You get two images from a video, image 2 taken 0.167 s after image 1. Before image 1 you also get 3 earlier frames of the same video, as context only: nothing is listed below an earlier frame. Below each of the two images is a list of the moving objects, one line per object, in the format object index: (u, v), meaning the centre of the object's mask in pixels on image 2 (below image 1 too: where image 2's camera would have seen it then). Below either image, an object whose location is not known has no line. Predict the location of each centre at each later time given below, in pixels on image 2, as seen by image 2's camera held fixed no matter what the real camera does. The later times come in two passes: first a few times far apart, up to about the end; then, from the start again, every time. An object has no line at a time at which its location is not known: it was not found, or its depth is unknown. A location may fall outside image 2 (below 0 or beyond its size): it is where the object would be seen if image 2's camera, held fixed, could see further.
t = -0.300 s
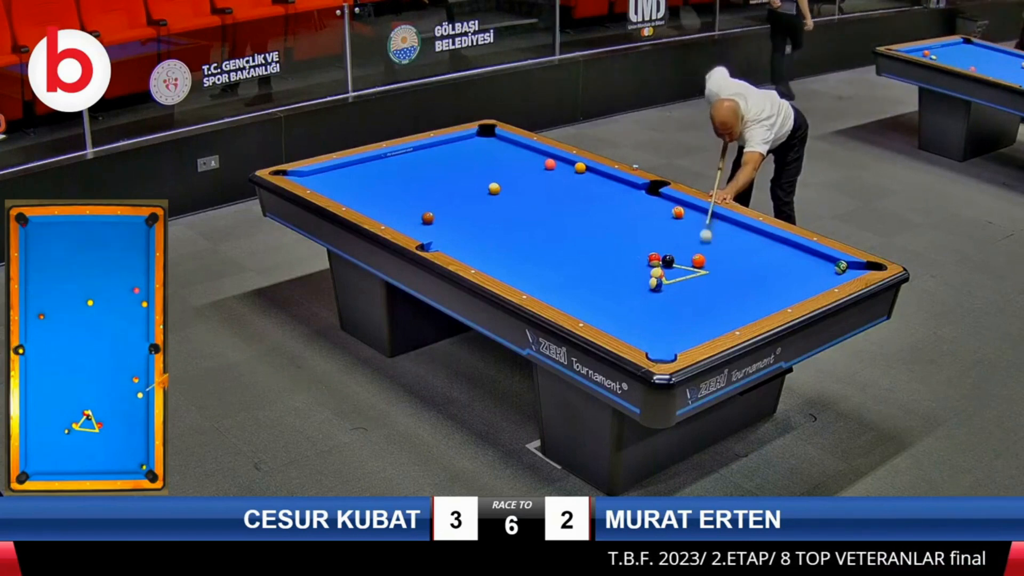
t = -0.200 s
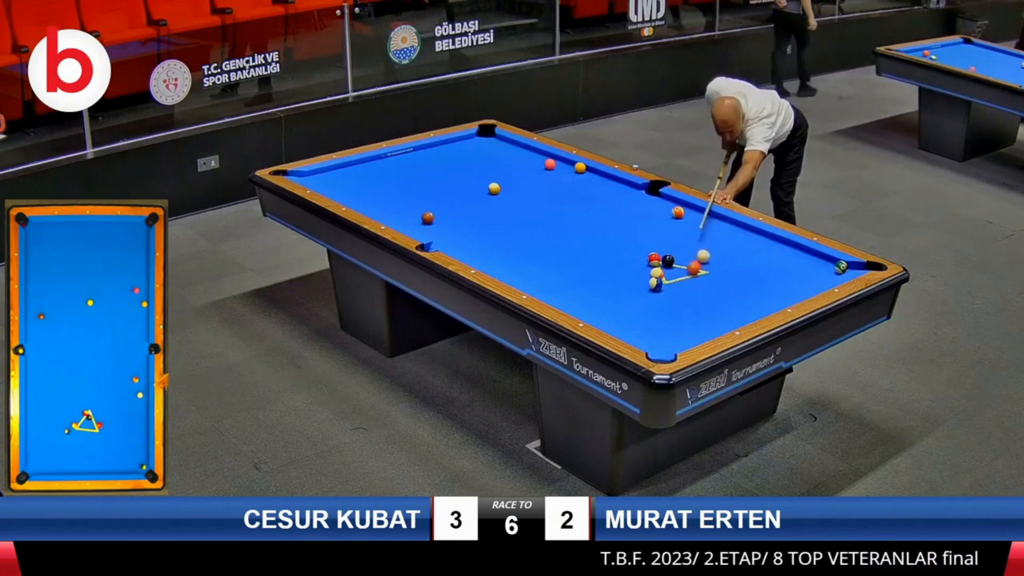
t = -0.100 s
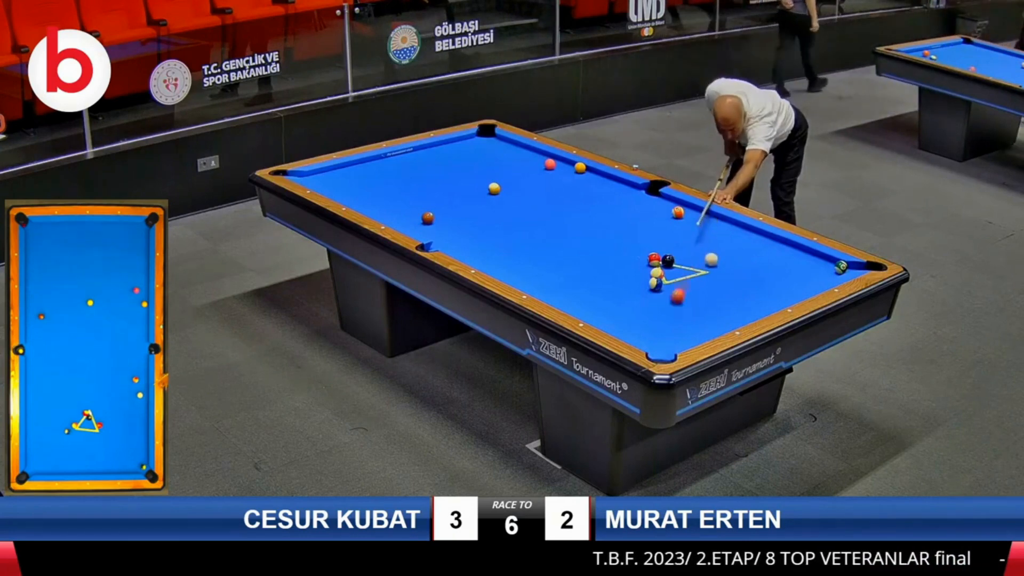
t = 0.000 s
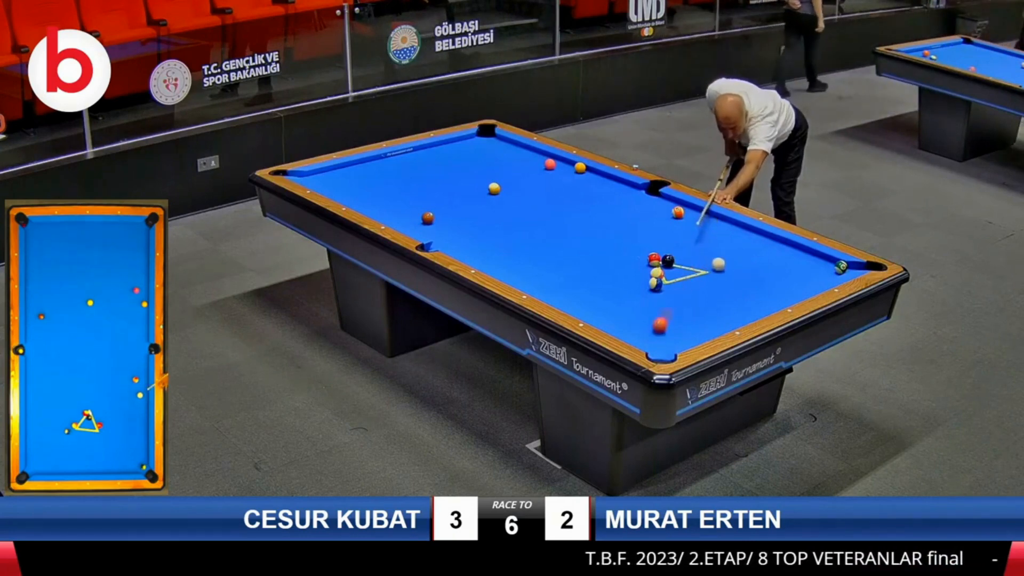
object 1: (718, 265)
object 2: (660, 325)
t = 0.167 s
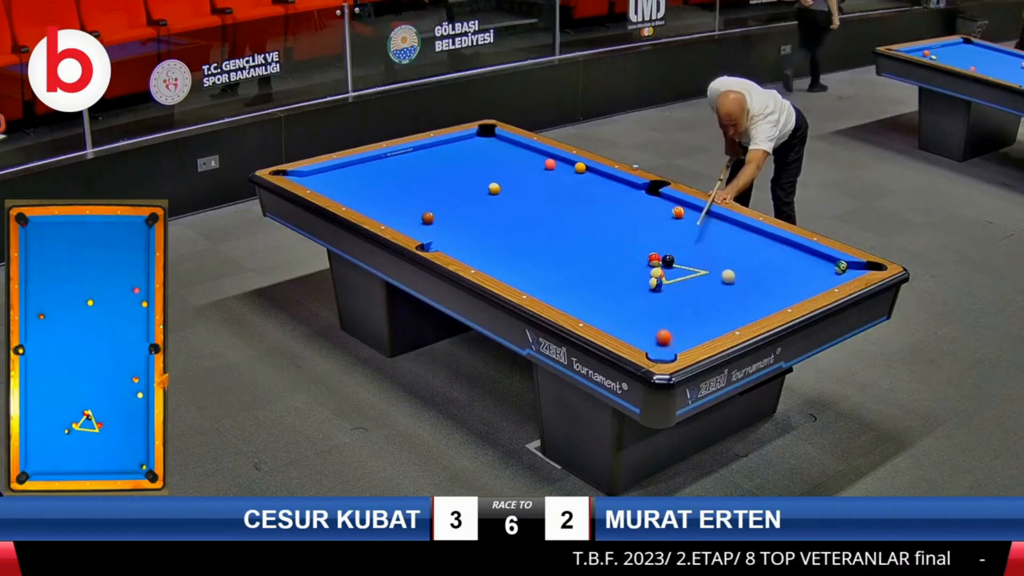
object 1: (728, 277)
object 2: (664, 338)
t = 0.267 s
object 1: (733, 286)
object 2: (652, 325)
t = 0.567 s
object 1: (743, 310)
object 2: (624, 297)
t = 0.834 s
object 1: (709, 309)
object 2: (602, 275)
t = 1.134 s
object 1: (671, 306)
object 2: (580, 252)
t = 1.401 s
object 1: (639, 303)
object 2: (562, 234)
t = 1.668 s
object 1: (609, 301)
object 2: (546, 218)
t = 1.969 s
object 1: (576, 298)
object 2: (530, 202)
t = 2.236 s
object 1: (552, 293)
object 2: (517, 189)
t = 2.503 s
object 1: (548, 287)
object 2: (504, 177)
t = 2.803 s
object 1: (544, 279)
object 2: (492, 164)
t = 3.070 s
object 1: (540, 273)
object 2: (482, 154)
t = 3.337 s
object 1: (537, 267)
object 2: (472, 145)
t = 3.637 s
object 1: (533, 261)
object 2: (469, 139)
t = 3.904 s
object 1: (531, 257)
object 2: (480, 141)
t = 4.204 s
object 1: (528, 252)
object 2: (492, 144)
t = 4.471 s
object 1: (526, 248)
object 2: (502, 146)
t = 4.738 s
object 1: (524, 245)
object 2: (511, 148)
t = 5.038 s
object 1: (523, 243)
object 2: (521, 149)
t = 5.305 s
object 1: (522, 241)
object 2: (529, 151)
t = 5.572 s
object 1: (521, 239)
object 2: (535, 153)
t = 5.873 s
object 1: (521, 237)
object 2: (542, 154)
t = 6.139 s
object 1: (520, 237)
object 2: (548, 155)
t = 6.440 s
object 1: (520, 236)
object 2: (553, 156)
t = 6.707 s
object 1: (520, 236)
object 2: (555, 157)
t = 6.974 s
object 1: (520, 236)
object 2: (557, 158)
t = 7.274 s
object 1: (520, 236)
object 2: (558, 158)
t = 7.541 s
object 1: (520, 236)
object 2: (558, 159)
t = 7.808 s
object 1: (520, 236)
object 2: (558, 159)
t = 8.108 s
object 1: (520, 236)
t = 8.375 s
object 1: (520, 236)
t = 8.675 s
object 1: (520, 236)
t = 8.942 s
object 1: (520, 236)
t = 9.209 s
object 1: (520, 236)
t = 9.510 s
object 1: (520, 236)
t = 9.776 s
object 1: (520, 236)
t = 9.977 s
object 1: (520, 236)
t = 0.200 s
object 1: (730, 280)
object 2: (659, 333)
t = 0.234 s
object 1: (732, 283)
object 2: (656, 329)
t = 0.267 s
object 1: (733, 286)
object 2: (652, 325)
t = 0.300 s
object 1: (735, 289)
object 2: (648, 321)
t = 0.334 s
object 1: (737, 292)
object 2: (645, 318)
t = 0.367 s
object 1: (739, 296)
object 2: (642, 315)
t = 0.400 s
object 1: (741, 299)
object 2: (639, 312)
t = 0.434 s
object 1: (742, 302)
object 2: (636, 309)
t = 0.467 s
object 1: (744, 305)
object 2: (633, 306)
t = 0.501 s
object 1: (746, 308)
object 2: (630, 303)
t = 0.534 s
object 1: (748, 310)
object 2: (627, 300)
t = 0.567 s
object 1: (743, 310)
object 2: (624, 297)
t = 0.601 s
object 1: (739, 310)
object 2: (621, 294)
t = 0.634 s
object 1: (734, 311)
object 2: (619, 291)
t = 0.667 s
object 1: (730, 310)
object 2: (616, 288)
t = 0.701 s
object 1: (726, 310)
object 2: (613, 286)
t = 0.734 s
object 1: (722, 310)
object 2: (610, 283)
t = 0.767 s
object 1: (717, 310)
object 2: (608, 280)
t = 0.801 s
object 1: (713, 309)
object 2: (605, 277)
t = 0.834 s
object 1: (709, 309)
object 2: (602, 275)
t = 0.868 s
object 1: (705, 309)
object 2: (600, 272)
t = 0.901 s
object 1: (700, 308)
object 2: (597, 269)
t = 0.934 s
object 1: (696, 308)
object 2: (595, 267)
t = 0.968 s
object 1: (692, 308)
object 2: (592, 264)
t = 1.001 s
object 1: (688, 307)
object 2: (590, 262)
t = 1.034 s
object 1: (684, 307)
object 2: (588, 259)
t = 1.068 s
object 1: (679, 307)
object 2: (585, 257)
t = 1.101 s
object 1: (676, 306)
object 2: (583, 255)
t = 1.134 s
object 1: (671, 306)
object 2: (580, 252)
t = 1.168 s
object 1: (667, 306)
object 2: (578, 250)
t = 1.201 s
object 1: (663, 305)
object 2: (576, 248)
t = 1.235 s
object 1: (659, 305)
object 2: (573, 245)
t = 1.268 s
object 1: (655, 305)
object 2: (571, 243)
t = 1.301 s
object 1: (651, 304)
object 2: (569, 241)
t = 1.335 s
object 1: (647, 304)
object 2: (567, 239)
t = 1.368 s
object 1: (643, 303)
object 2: (565, 236)
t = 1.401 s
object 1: (639, 303)
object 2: (562, 234)
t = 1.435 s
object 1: (636, 303)
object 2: (560, 232)
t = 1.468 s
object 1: (632, 302)
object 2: (558, 230)
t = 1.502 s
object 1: (628, 302)
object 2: (556, 228)
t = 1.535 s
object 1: (624, 302)
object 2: (554, 226)
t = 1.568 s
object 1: (620, 301)
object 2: (552, 224)
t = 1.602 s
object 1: (616, 301)
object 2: (550, 222)
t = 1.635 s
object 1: (612, 301)
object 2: (548, 220)
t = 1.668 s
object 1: (609, 301)
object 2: (546, 218)
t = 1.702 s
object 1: (605, 300)
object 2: (544, 216)
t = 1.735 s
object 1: (601, 300)
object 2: (543, 214)
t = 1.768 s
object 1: (598, 300)
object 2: (540, 213)
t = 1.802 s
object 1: (594, 299)
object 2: (539, 211)
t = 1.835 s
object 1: (591, 299)
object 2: (537, 209)
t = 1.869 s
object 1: (587, 299)
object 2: (535, 207)
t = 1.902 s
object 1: (583, 299)
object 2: (533, 205)
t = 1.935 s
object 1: (580, 298)
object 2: (531, 203)
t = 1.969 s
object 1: (576, 298)
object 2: (530, 202)
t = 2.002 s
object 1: (573, 298)
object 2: (528, 200)
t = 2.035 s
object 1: (569, 297)
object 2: (526, 198)
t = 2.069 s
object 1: (566, 296)
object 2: (525, 197)
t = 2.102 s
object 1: (563, 296)
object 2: (523, 195)
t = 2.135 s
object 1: (559, 295)
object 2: (521, 193)
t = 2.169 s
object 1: (556, 294)
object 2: (520, 192)
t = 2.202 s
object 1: (553, 293)
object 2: (518, 190)
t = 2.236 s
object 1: (552, 293)
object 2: (517, 189)
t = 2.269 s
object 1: (552, 292)
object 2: (515, 187)
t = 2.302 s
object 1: (551, 291)
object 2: (513, 185)
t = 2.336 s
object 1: (551, 290)
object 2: (512, 184)
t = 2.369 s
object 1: (550, 290)
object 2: (510, 182)
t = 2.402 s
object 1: (550, 289)
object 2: (509, 181)
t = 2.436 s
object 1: (549, 288)
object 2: (507, 179)
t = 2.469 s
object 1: (549, 287)
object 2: (506, 178)
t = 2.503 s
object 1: (548, 287)
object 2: (504, 177)
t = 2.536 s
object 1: (547, 286)
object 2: (503, 175)
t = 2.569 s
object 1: (547, 285)
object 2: (501, 174)
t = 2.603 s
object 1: (546, 284)
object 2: (500, 172)
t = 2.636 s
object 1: (546, 284)
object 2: (499, 171)
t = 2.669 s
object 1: (545, 283)
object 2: (497, 169)
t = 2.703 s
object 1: (545, 282)
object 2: (496, 168)
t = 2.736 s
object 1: (544, 281)
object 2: (495, 167)
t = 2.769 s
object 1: (544, 280)
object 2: (493, 165)
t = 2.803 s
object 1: (544, 279)
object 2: (492, 164)
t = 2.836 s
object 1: (543, 278)
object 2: (491, 163)
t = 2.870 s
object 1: (543, 278)
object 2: (489, 161)
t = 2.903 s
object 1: (542, 277)
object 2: (488, 160)
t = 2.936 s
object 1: (542, 276)
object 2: (487, 159)
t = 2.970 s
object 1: (541, 275)
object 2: (485, 158)
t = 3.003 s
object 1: (541, 274)
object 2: (484, 157)
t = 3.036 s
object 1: (540, 274)
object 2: (483, 155)
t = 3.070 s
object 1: (540, 273)
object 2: (482, 154)
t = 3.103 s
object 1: (540, 272)
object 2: (480, 153)
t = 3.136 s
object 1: (539, 271)
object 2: (479, 152)
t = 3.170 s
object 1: (539, 271)
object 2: (478, 151)
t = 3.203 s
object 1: (538, 270)
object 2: (477, 149)
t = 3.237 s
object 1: (538, 269)
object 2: (476, 148)
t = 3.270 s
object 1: (537, 268)
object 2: (475, 147)
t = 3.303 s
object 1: (537, 268)
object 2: (474, 146)
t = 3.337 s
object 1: (537, 267)
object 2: (472, 145)
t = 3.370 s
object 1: (536, 267)
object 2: (471, 144)
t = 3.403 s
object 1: (536, 266)
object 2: (470, 143)
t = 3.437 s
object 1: (536, 265)
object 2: (469, 141)
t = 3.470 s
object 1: (535, 264)
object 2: (468, 140)
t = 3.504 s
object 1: (535, 264)
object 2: (467, 139)
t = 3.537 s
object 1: (534, 263)
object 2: (466, 138)
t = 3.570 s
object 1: (534, 262)
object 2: (466, 138)
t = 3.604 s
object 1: (534, 262)
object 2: (468, 138)
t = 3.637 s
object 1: (533, 261)
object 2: (469, 139)
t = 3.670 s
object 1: (533, 261)
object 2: (471, 139)
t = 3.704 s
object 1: (533, 260)
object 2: (472, 139)
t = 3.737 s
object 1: (532, 259)
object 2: (473, 140)
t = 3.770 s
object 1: (532, 259)
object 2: (475, 140)
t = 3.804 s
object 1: (532, 258)
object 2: (476, 140)
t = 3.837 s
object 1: (531, 258)
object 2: (477, 140)
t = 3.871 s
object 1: (531, 257)
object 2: (479, 141)
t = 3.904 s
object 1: (531, 257)
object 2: (480, 141)
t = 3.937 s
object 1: (530, 256)
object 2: (481, 141)
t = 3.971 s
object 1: (530, 255)
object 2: (483, 141)
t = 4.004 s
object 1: (530, 255)
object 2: (485, 142)
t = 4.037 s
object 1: (529, 254)
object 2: (486, 142)
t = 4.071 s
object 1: (529, 254)
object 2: (487, 142)
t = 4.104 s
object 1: (529, 253)
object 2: (488, 143)
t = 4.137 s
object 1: (529, 253)
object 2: (490, 143)
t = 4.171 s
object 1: (528, 252)
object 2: (491, 143)
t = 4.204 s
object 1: (528, 252)
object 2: (492, 144)
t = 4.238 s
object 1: (528, 252)
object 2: (493, 144)
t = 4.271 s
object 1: (527, 251)
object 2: (495, 144)
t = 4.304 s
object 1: (527, 251)
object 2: (496, 144)
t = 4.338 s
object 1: (527, 250)
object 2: (497, 145)
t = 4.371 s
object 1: (527, 250)
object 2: (498, 145)
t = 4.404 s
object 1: (526, 249)
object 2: (500, 145)
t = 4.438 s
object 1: (526, 249)
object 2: (501, 145)
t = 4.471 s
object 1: (526, 248)
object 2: (502, 146)
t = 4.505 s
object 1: (526, 248)
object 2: (503, 146)
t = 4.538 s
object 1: (526, 248)
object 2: (505, 146)
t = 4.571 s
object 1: (525, 247)
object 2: (506, 146)
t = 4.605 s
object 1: (525, 247)
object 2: (507, 146)
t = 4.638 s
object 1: (525, 246)
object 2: (508, 147)
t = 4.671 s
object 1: (525, 246)
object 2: (509, 147)
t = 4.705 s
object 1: (524, 246)
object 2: (510, 147)
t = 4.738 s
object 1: (524, 245)
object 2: (511, 148)
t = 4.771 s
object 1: (524, 245)
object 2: (512, 148)
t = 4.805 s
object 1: (524, 245)
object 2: (514, 148)
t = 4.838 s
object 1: (524, 244)
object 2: (514, 148)
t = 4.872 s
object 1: (524, 244)
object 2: (516, 148)
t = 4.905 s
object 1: (523, 244)
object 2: (517, 149)
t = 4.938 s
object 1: (523, 243)
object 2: (518, 149)
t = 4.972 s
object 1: (523, 243)
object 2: (519, 149)
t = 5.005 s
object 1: (523, 243)
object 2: (520, 149)
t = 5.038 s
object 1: (523, 243)
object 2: (521, 149)
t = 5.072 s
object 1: (523, 242)
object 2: (522, 150)
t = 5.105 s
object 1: (523, 242)
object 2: (523, 150)
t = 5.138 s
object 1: (522, 242)
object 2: (524, 150)
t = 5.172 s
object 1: (522, 241)
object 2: (525, 150)
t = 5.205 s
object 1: (522, 241)
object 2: (526, 151)
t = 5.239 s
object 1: (522, 241)
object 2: (527, 151)
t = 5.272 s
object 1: (522, 241)
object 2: (528, 151)
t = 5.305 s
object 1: (522, 241)
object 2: (529, 151)
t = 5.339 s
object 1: (521, 240)
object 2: (530, 152)
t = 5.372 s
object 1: (521, 240)
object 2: (530, 152)
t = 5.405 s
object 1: (521, 240)
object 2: (531, 152)
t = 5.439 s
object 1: (521, 239)
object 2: (532, 152)
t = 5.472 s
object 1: (521, 239)
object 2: (533, 152)
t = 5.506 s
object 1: (521, 239)
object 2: (534, 152)
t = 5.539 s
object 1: (521, 239)
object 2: (535, 152)
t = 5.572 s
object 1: (521, 239)
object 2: (535, 153)
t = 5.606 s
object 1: (521, 239)
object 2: (536, 153)
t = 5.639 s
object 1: (521, 238)
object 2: (537, 153)
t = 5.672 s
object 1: (521, 238)
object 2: (538, 153)
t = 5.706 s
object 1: (521, 238)
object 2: (539, 153)
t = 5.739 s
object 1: (521, 238)
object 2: (539, 153)
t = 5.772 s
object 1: (521, 238)
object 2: (540, 154)
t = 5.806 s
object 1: (521, 238)
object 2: (541, 154)
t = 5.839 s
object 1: (521, 237)
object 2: (542, 154)
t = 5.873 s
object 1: (521, 237)
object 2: (542, 154)
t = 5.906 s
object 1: (521, 237)
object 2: (543, 154)
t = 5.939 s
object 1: (521, 237)
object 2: (543, 154)
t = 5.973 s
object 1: (520, 237)
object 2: (544, 154)
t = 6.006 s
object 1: (520, 237)
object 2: (545, 155)
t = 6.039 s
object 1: (520, 237)
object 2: (545, 155)
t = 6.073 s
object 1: (520, 237)
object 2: (546, 155)
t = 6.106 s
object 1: (520, 237)
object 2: (547, 155)
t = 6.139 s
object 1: (520, 237)
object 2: (548, 155)
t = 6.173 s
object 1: (520, 237)
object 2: (548, 155)
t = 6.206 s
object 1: (520, 237)
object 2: (549, 155)
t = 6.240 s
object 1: (520, 236)
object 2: (550, 155)
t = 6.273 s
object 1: (520, 236)
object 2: (550, 155)
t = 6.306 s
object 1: (520, 236)
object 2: (551, 155)
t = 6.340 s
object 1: (520, 236)
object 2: (551, 156)
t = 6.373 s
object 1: (520, 236)
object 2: (552, 156)
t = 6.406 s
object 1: (520, 236)
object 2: (553, 156)
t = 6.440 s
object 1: (520, 236)
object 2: (553, 156)
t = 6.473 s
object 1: (520, 236)
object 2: (554, 156)
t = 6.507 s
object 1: (520, 236)
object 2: (554, 156)
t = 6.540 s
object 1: (520, 236)
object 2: (554, 156)
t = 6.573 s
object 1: (520, 236)
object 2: (554, 156)
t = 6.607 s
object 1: (520, 236)
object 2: (554, 157)
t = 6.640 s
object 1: (520, 236)
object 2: (555, 157)
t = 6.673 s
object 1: (520, 236)
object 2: (555, 157)
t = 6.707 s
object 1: (520, 236)
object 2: (555, 157)
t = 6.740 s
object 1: (520, 236)
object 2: (555, 157)
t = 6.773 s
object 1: (520, 236)
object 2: (555, 157)
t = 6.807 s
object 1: (520, 236)
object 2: (556, 157)
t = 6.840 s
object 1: (520, 236)
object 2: (556, 157)
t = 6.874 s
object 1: (520, 236)
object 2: (556, 157)
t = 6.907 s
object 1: (520, 236)
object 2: (556, 157)
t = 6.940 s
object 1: (520, 236)
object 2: (557, 157)
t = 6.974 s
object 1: (520, 236)
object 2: (557, 158)
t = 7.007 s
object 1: (520, 236)
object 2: (557, 158)
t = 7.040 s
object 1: (520, 236)
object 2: (557, 158)
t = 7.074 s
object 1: (520, 236)
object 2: (557, 158)
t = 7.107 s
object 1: (520, 236)
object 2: (557, 158)
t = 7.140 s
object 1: (520, 236)
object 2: (557, 158)
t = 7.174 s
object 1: (520, 236)
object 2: (558, 158)
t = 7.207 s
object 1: (520, 236)
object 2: (558, 158)
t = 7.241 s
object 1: (520, 236)
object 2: (557, 158)
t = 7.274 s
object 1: (520, 236)
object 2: (558, 158)
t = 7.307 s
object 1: (520, 236)
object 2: (558, 158)
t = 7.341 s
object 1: (520, 236)
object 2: (558, 159)
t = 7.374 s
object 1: (520, 236)
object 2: (558, 159)
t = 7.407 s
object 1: (520, 236)
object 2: (558, 159)
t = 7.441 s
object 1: (520, 236)
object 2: (558, 159)
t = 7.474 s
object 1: (520, 236)
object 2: (558, 159)
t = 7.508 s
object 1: (520, 236)
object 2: (558, 159)
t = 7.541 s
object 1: (520, 236)
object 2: (558, 159)
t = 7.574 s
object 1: (520, 236)
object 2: (558, 159)
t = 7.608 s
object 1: (520, 236)
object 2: (558, 159)
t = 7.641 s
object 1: (520, 236)
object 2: (558, 159)
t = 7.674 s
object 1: (520, 236)
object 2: (558, 159)
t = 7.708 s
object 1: (520, 236)
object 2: (558, 159)
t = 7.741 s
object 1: (520, 236)
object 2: (558, 159)
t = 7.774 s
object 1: (520, 236)
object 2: (558, 159)
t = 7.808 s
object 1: (520, 236)
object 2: (558, 159)
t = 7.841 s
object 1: (520, 236)
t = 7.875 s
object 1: (520, 236)
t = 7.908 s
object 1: (520, 236)
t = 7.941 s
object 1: (520, 236)
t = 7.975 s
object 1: (520, 236)
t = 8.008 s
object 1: (520, 236)
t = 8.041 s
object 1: (520, 236)
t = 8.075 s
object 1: (520, 236)
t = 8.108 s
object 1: (520, 236)
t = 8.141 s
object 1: (520, 236)
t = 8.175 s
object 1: (520, 236)
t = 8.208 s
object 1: (520, 236)
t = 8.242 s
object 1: (520, 236)
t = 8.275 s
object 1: (520, 236)
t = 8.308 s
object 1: (520, 236)
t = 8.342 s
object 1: (520, 236)
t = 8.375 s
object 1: (520, 236)
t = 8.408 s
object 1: (520, 236)
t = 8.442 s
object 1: (520, 236)
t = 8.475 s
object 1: (520, 236)
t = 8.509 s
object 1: (520, 236)
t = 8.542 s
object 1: (520, 236)
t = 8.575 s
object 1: (520, 236)
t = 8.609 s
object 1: (520, 236)
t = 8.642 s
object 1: (520, 236)
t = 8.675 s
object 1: (520, 236)
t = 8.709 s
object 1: (520, 236)
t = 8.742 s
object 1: (520, 236)
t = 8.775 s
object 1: (520, 236)
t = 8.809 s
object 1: (520, 236)
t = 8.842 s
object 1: (520, 236)
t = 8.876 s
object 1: (520, 236)
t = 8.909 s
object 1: (520, 236)
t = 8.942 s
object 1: (520, 236)
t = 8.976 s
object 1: (520, 236)
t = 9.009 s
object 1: (520, 236)
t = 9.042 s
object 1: (520, 236)
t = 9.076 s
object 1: (520, 236)
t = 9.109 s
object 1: (520, 236)
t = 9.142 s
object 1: (520, 236)
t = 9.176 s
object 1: (520, 236)
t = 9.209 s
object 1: (520, 236)
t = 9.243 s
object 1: (520, 236)
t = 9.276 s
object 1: (520, 236)
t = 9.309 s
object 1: (520, 236)
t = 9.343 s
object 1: (520, 236)
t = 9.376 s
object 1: (520, 236)
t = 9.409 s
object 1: (520, 236)
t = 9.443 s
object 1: (520, 236)
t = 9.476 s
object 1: (520, 236)
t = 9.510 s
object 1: (520, 236)
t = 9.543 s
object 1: (520, 236)
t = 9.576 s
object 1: (520, 236)
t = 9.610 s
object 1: (520, 236)
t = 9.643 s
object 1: (520, 236)
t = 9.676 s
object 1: (520, 236)
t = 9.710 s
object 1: (520, 236)
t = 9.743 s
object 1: (520, 236)
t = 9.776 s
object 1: (520, 236)
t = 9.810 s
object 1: (520, 236)
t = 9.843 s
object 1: (520, 236)
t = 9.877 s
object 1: (520, 236)
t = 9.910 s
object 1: (520, 236)
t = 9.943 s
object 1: (520, 236)
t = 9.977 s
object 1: (520, 236)
